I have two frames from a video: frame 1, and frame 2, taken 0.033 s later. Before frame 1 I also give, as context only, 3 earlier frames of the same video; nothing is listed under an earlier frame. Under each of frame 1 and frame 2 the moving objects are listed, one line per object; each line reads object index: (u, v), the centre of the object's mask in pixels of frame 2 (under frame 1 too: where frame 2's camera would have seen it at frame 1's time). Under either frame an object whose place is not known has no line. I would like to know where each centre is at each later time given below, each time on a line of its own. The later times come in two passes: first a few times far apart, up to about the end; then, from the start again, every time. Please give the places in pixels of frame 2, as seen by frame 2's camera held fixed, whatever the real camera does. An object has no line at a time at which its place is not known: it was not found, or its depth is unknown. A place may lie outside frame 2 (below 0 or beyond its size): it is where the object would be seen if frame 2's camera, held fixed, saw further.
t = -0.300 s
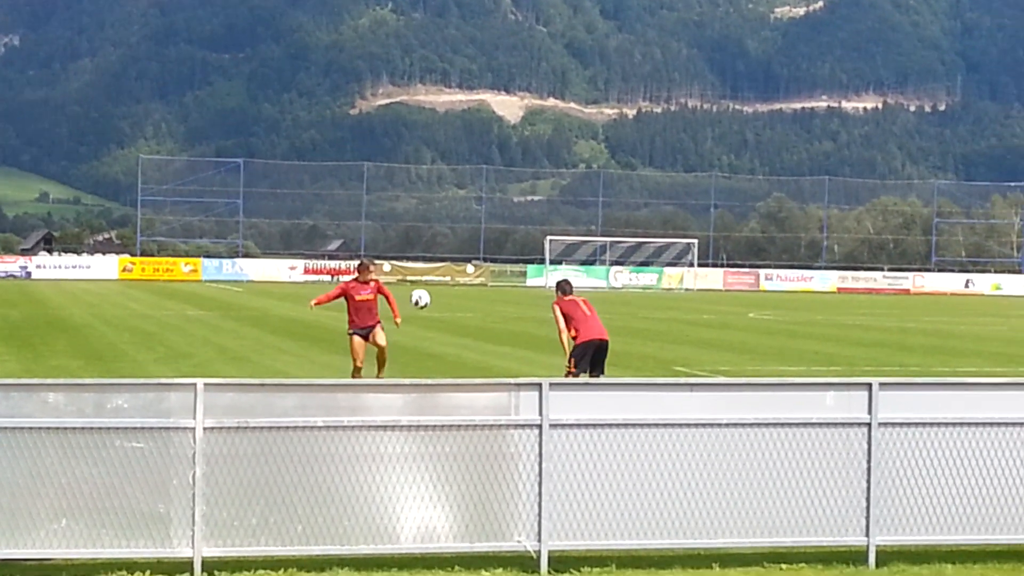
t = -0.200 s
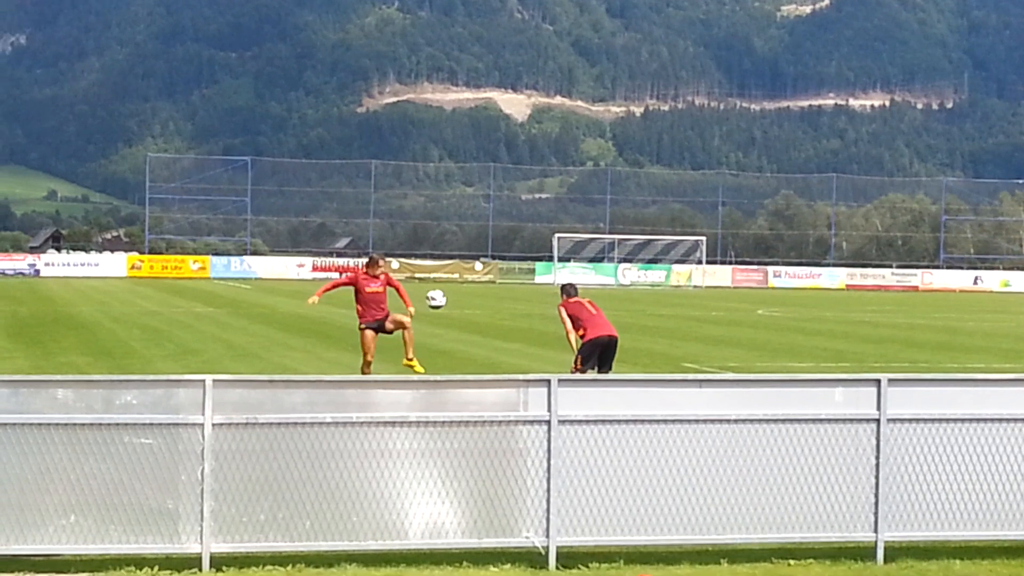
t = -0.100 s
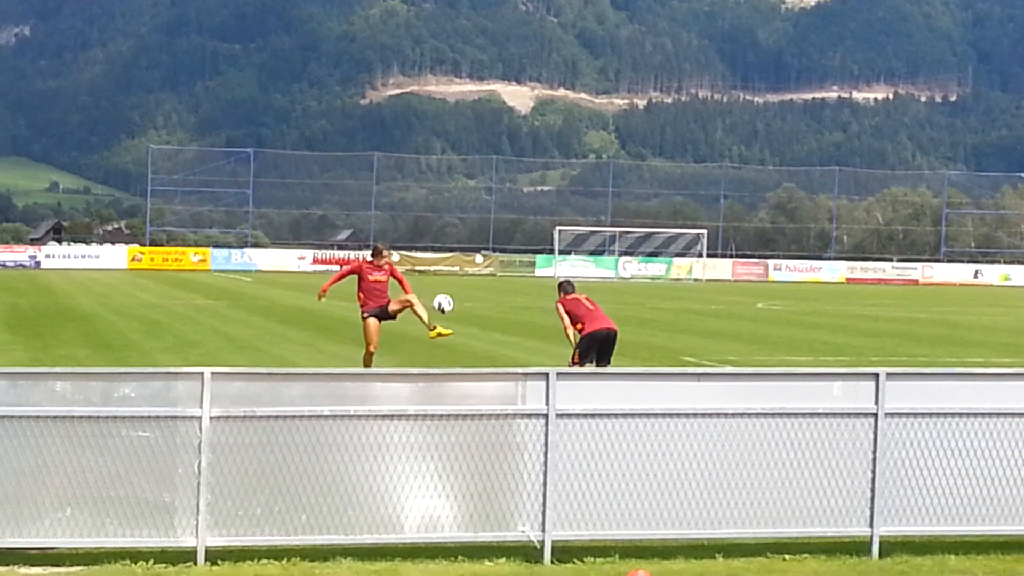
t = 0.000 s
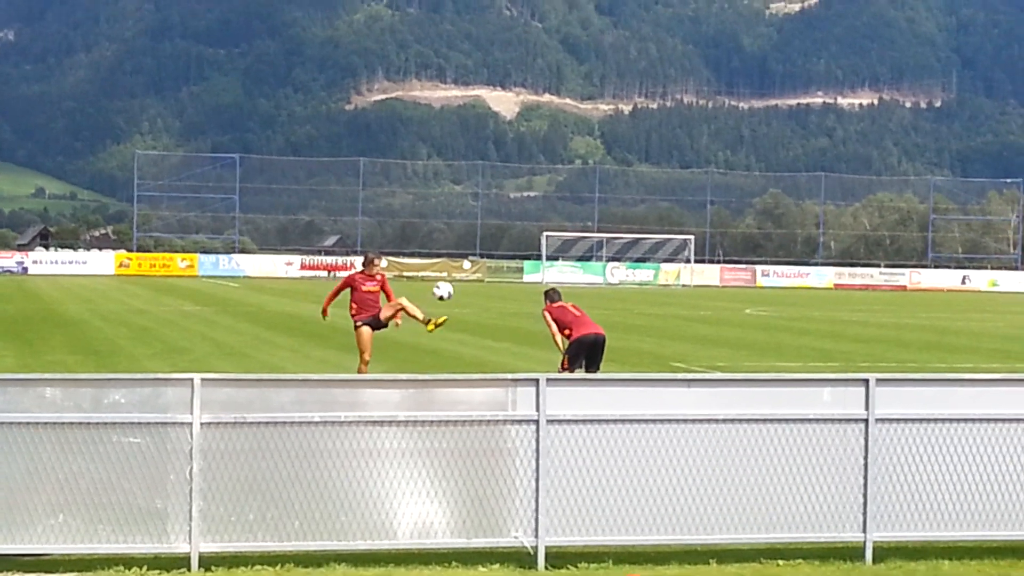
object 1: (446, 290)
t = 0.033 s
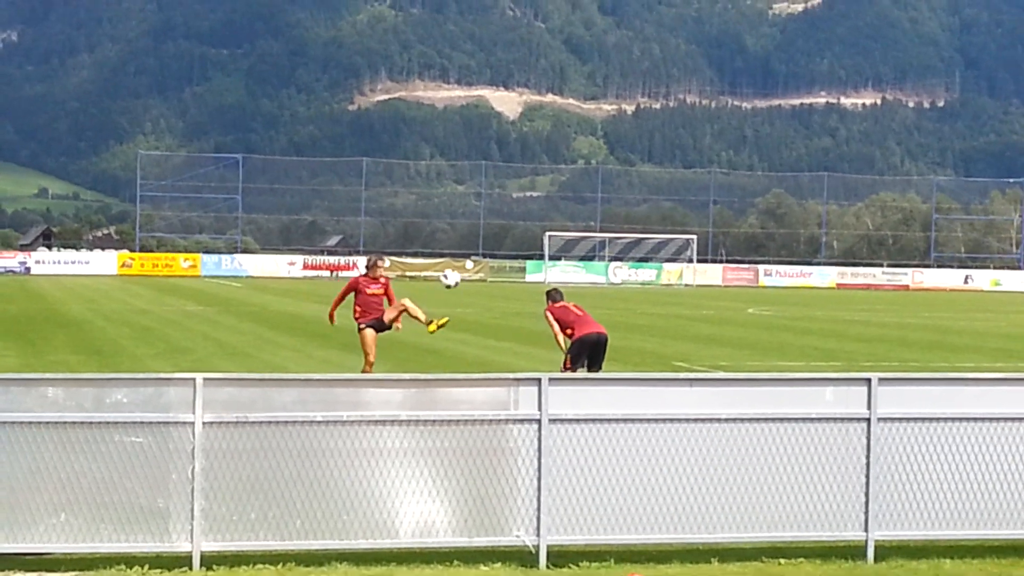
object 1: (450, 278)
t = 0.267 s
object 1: (481, 219)
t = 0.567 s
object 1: (524, 207)
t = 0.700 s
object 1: (542, 228)
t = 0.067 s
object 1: (453, 266)
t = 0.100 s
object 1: (457, 255)
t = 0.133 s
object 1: (461, 247)
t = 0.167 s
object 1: (466, 239)
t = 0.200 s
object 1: (471, 233)
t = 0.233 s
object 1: (476, 226)
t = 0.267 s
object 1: (481, 219)
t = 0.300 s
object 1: (485, 214)
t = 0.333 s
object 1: (488, 209)
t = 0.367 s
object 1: (493, 206)
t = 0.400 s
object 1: (498, 204)
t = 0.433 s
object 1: (504, 202)
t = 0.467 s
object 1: (508, 203)
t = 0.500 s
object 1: (511, 204)
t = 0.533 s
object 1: (518, 205)
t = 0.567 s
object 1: (524, 207)
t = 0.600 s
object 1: (527, 210)
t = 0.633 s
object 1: (531, 215)
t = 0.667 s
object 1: (537, 223)
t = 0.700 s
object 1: (542, 228)
